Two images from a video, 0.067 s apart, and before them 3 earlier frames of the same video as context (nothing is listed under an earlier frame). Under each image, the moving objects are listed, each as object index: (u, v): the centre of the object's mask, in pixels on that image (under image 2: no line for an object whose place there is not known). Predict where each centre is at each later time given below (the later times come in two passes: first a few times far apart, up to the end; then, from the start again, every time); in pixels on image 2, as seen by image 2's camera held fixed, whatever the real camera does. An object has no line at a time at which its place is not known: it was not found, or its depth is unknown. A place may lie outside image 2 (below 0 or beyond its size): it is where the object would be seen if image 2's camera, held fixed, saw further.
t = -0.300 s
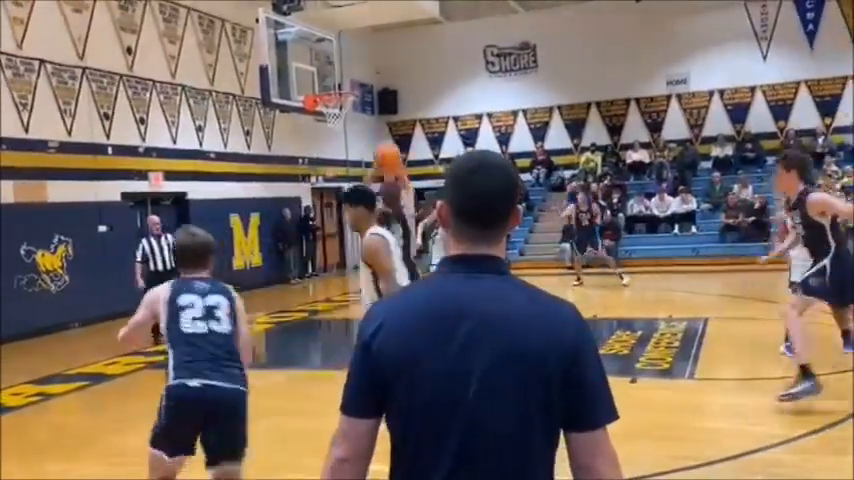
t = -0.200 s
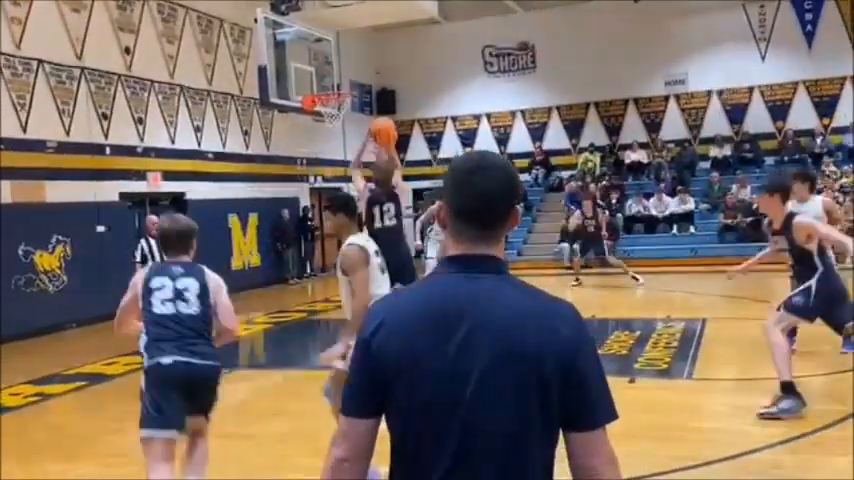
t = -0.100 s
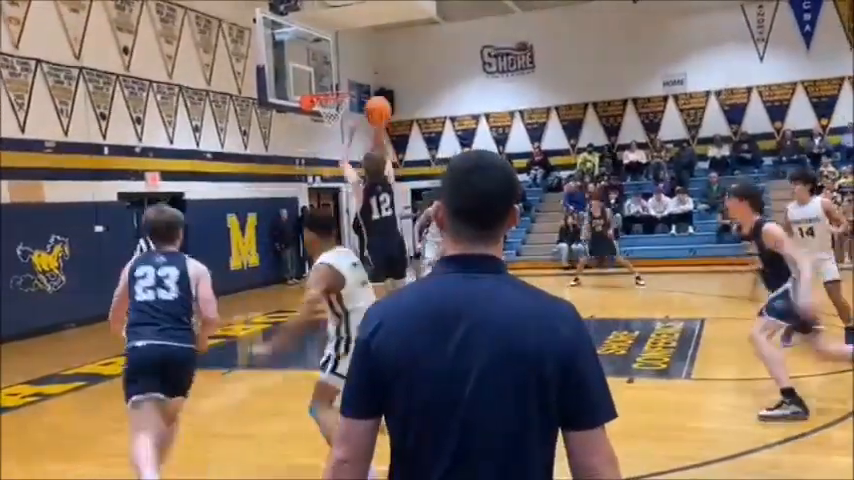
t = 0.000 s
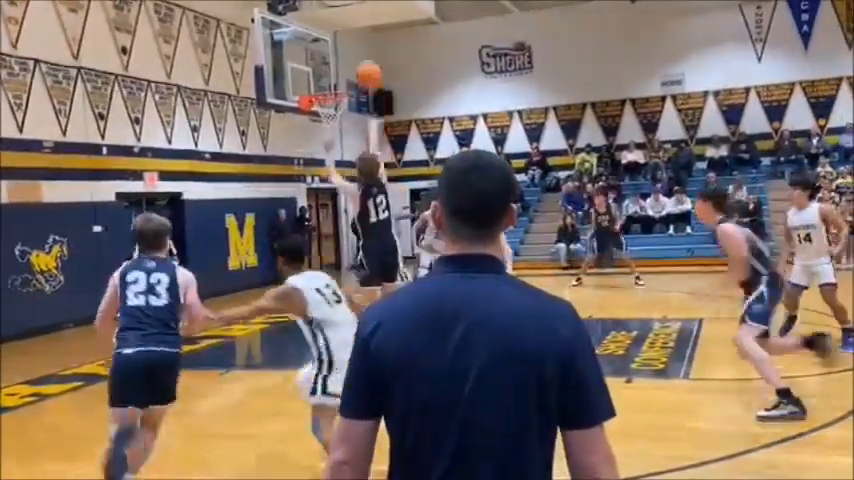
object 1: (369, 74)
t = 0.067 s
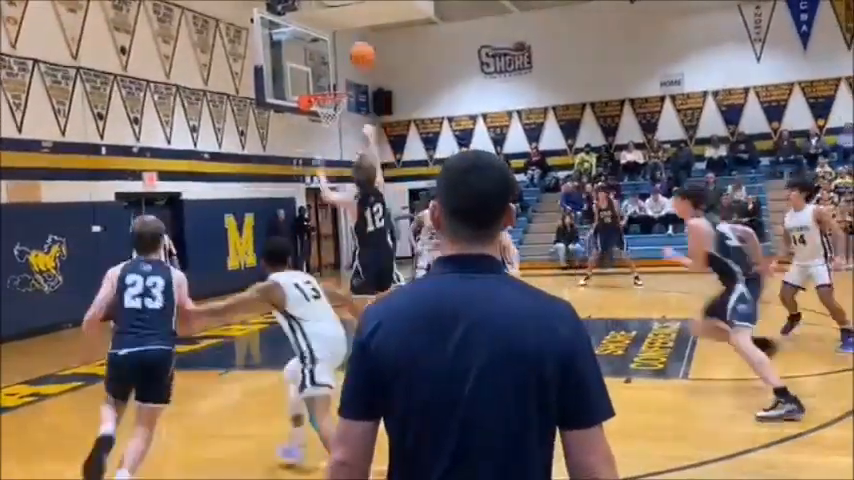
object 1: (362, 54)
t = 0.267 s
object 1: (349, 30)
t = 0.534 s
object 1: (340, 52)
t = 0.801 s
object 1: (348, 67)
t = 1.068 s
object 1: (374, 67)
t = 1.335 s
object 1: (409, 133)
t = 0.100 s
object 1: (360, 47)
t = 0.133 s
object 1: (357, 41)
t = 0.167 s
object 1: (355, 38)
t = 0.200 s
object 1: (354, 33)
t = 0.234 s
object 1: (353, 31)
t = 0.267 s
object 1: (349, 30)
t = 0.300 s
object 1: (349, 30)
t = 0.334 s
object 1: (349, 30)
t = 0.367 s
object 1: (347, 32)
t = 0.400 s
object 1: (345, 34)
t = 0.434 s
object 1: (345, 36)
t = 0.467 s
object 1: (342, 39)
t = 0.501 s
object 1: (341, 45)
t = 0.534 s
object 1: (340, 52)
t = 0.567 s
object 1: (340, 58)
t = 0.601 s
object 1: (339, 66)
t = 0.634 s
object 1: (339, 73)
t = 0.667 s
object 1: (338, 82)
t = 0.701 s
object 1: (339, 82)
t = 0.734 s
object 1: (340, 75)
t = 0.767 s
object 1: (345, 70)
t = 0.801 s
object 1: (348, 67)
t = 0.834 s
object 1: (351, 64)
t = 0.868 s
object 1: (353, 62)
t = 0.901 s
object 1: (356, 60)
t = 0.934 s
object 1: (360, 60)
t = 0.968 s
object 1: (363, 60)
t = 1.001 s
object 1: (367, 61)
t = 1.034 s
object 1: (370, 63)
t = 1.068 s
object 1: (374, 67)
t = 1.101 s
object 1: (378, 69)
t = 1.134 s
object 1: (382, 76)
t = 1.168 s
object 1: (388, 83)
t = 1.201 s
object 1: (391, 91)
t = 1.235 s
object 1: (394, 99)
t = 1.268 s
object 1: (400, 108)
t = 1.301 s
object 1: (404, 119)
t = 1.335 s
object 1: (409, 133)
